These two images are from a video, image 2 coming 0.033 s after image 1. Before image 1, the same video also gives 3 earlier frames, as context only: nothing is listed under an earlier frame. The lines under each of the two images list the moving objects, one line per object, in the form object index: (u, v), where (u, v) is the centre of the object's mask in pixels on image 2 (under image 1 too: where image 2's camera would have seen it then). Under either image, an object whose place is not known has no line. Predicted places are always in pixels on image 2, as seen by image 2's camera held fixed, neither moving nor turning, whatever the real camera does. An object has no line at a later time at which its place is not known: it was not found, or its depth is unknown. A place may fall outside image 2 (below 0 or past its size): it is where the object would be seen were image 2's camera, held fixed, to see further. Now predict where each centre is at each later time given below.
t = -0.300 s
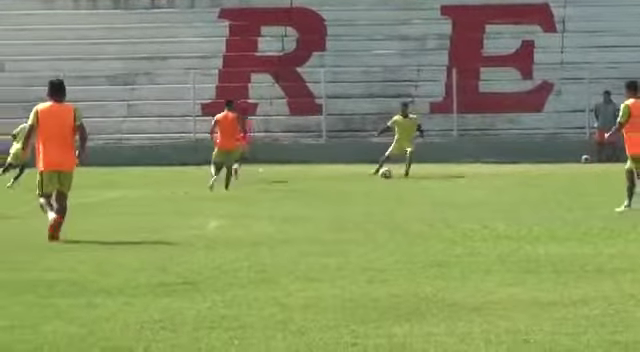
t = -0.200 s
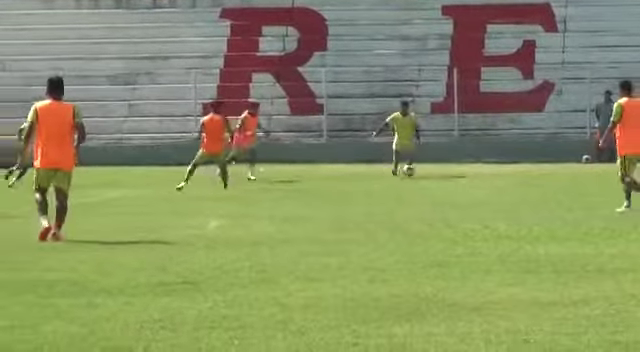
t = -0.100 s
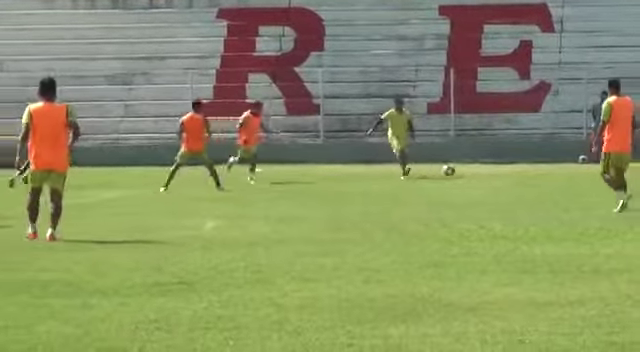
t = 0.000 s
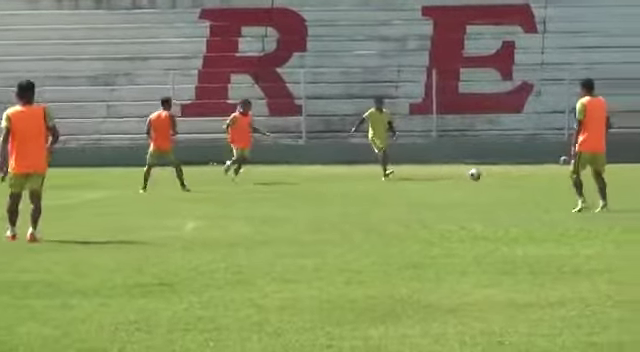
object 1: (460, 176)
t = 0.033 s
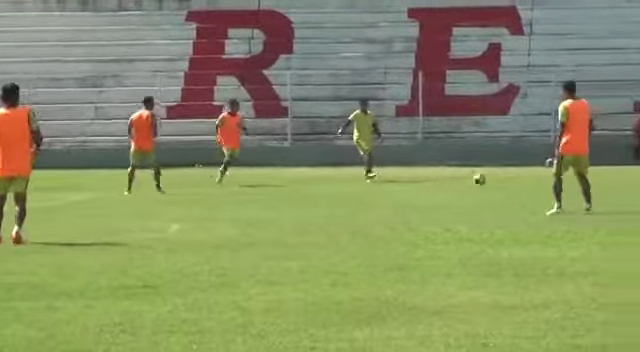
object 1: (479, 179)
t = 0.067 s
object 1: (496, 179)
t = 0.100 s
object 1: (503, 179)
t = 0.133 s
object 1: (517, 177)
